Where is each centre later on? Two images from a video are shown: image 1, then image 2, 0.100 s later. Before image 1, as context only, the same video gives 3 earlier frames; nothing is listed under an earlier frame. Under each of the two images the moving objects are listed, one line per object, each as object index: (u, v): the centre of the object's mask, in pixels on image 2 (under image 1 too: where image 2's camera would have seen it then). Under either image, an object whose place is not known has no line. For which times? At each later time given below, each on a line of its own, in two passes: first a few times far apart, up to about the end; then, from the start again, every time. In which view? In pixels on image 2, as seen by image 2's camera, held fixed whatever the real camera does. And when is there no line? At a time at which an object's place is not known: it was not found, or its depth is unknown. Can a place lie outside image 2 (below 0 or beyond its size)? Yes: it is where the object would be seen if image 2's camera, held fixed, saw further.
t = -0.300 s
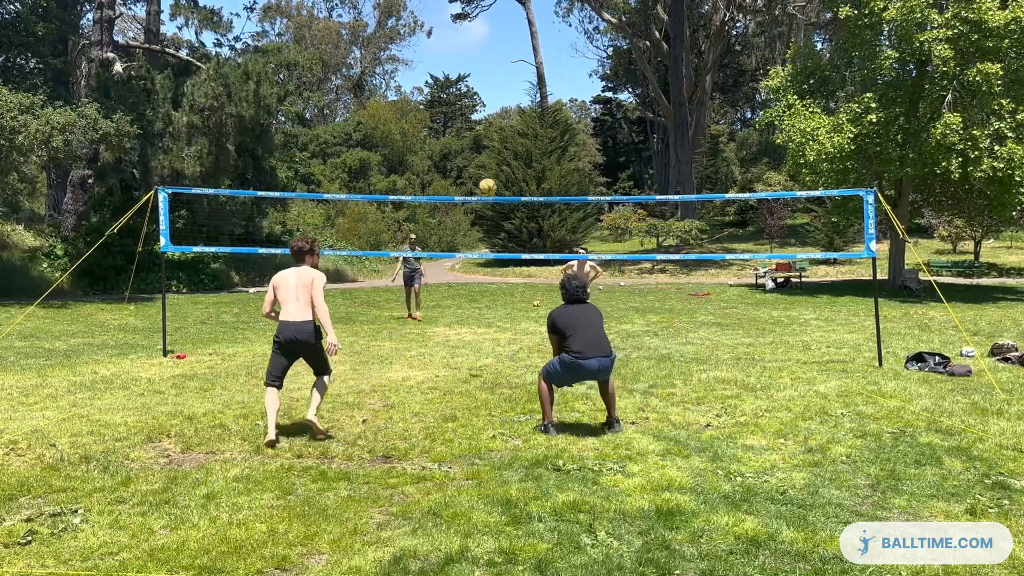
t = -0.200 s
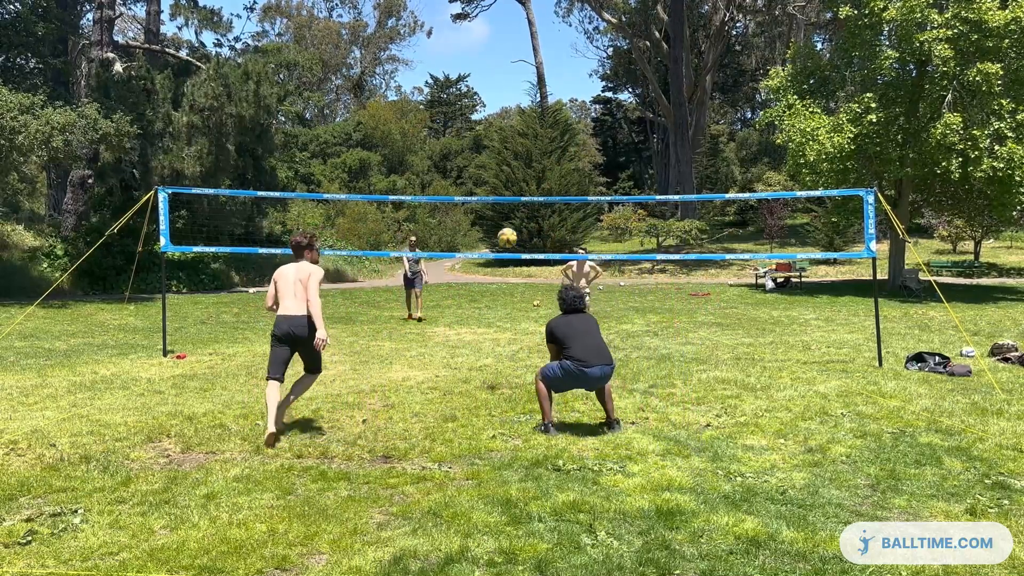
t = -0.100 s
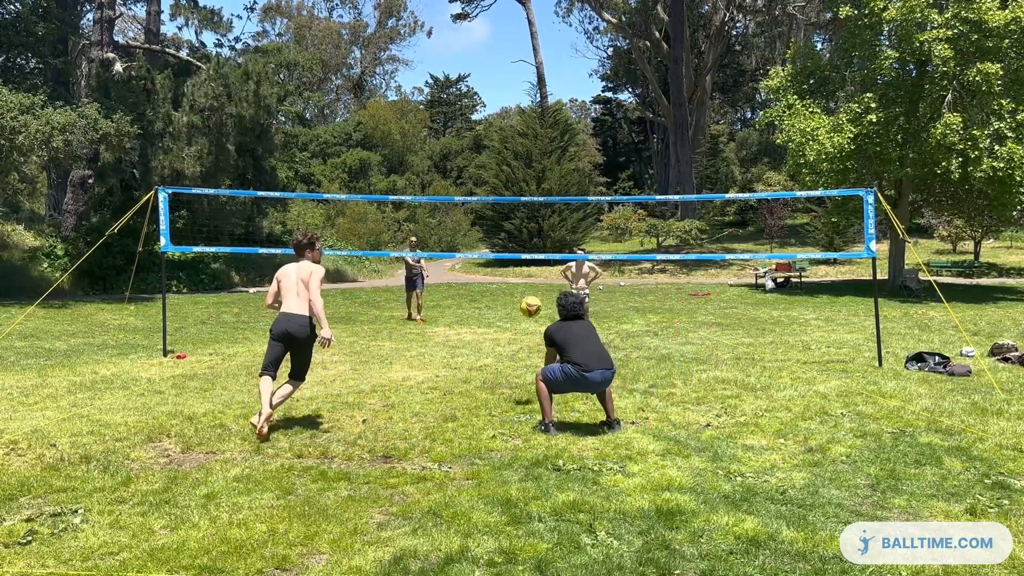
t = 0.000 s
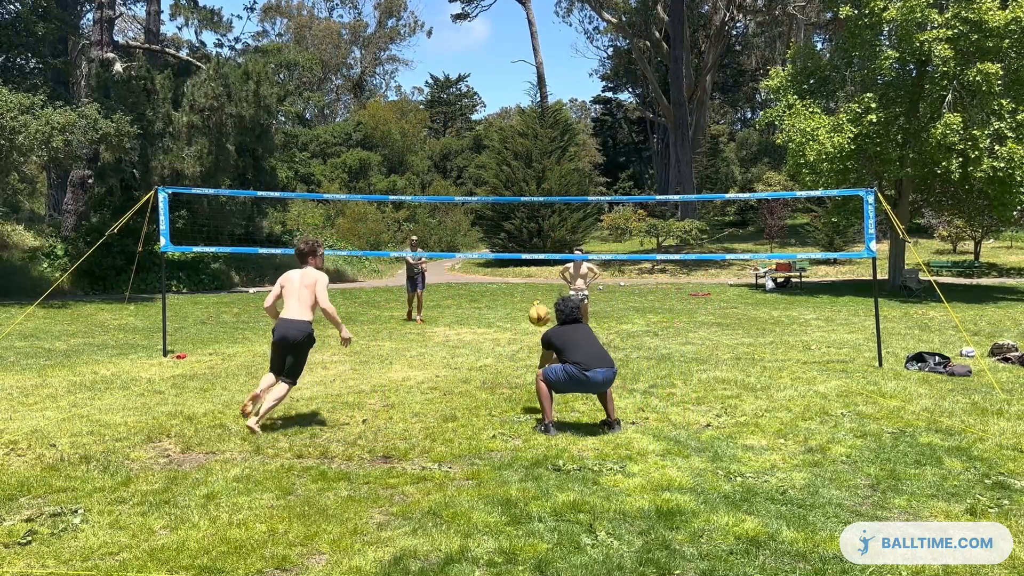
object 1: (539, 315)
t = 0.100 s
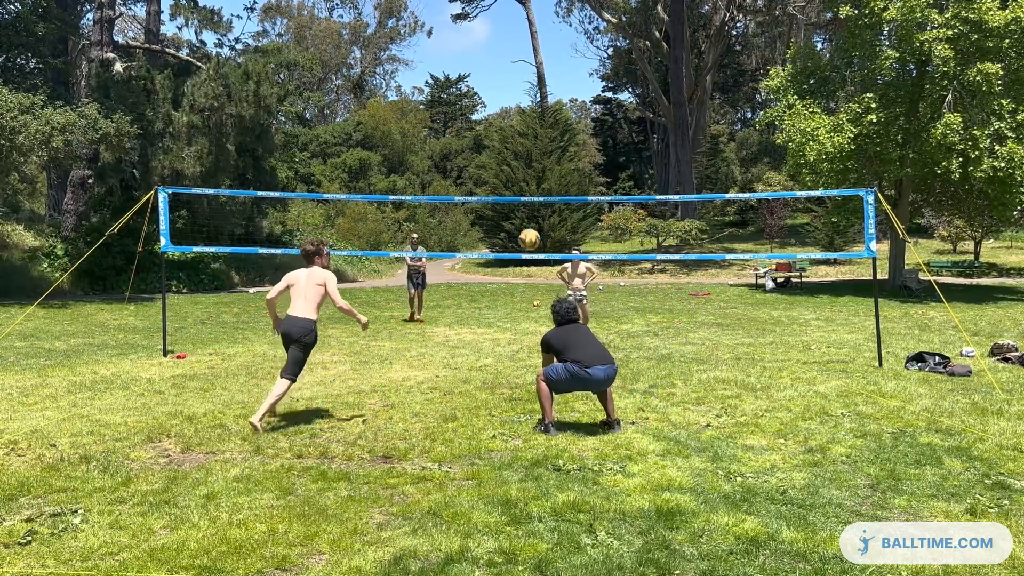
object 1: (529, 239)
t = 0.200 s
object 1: (520, 179)
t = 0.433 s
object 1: (504, 86)
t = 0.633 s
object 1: (494, 53)
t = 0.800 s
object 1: (487, 52)
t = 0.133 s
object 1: (526, 217)
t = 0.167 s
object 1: (523, 197)
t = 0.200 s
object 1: (520, 179)
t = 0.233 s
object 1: (518, 161)
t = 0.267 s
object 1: (515, 145)
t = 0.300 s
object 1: (512, 130)
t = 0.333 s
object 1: (511, 116)
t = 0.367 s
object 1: (508, 106)
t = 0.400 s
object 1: (504, 92)
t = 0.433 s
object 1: (504, 86)
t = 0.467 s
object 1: (502, 78)
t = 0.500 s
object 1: (500, 71)
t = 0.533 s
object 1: (499, 65)
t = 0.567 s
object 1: (497, 60)
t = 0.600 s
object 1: (496, 56)
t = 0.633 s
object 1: (494, 53)
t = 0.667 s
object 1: (493, 51)
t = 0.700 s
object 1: (491, 50)
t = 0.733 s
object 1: (490, 50)
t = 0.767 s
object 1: (488, 50)
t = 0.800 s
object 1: (487, 52)
